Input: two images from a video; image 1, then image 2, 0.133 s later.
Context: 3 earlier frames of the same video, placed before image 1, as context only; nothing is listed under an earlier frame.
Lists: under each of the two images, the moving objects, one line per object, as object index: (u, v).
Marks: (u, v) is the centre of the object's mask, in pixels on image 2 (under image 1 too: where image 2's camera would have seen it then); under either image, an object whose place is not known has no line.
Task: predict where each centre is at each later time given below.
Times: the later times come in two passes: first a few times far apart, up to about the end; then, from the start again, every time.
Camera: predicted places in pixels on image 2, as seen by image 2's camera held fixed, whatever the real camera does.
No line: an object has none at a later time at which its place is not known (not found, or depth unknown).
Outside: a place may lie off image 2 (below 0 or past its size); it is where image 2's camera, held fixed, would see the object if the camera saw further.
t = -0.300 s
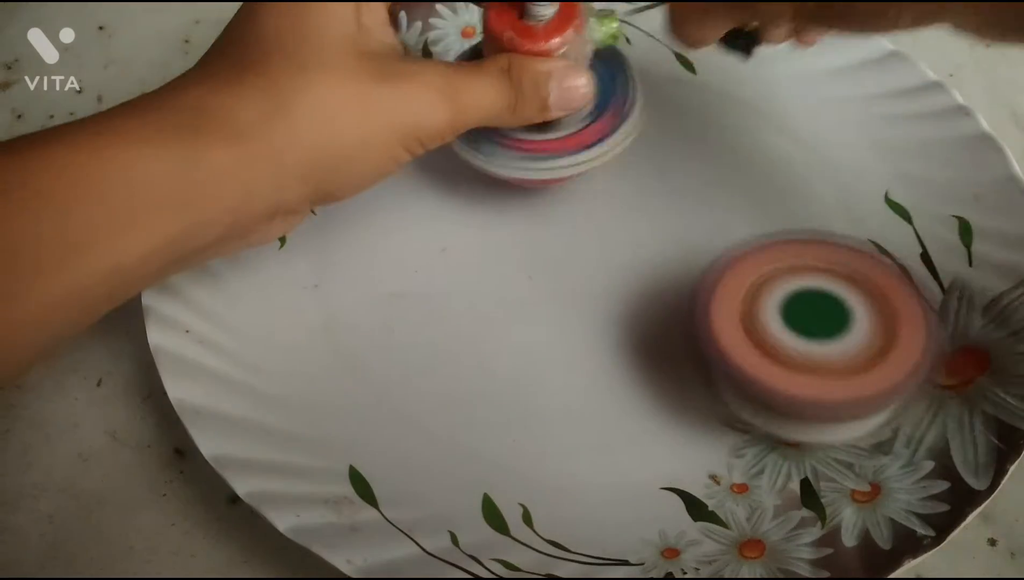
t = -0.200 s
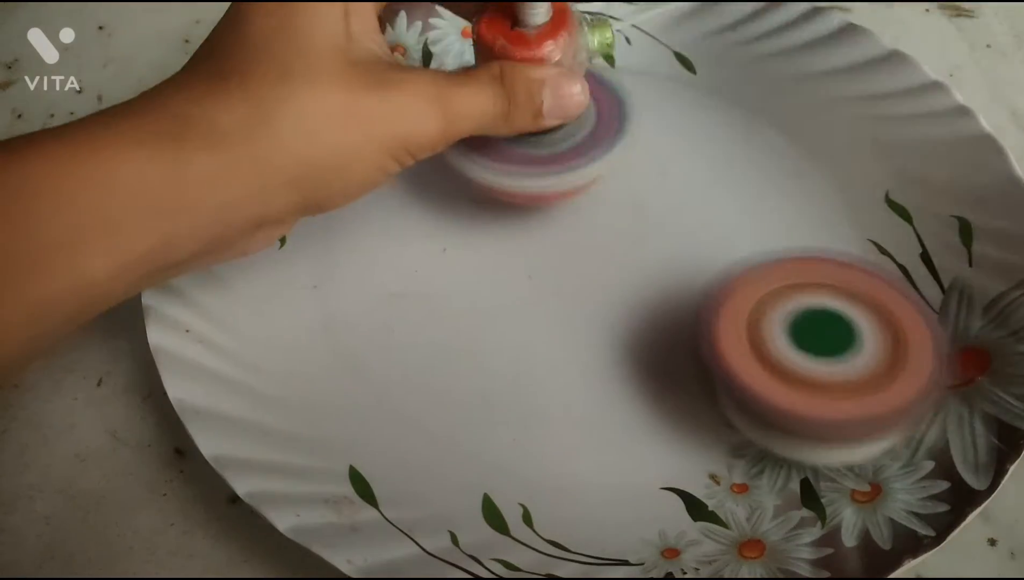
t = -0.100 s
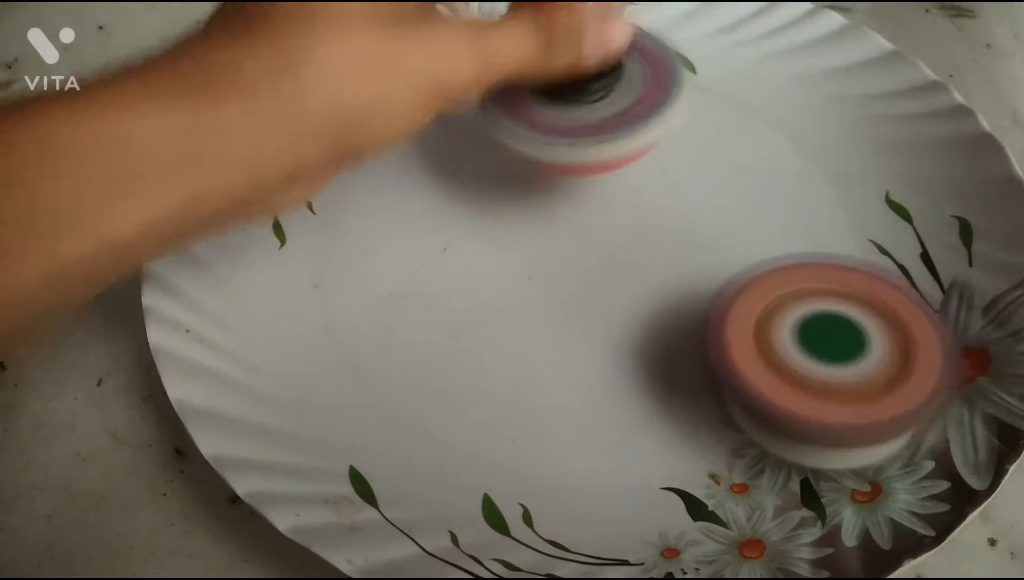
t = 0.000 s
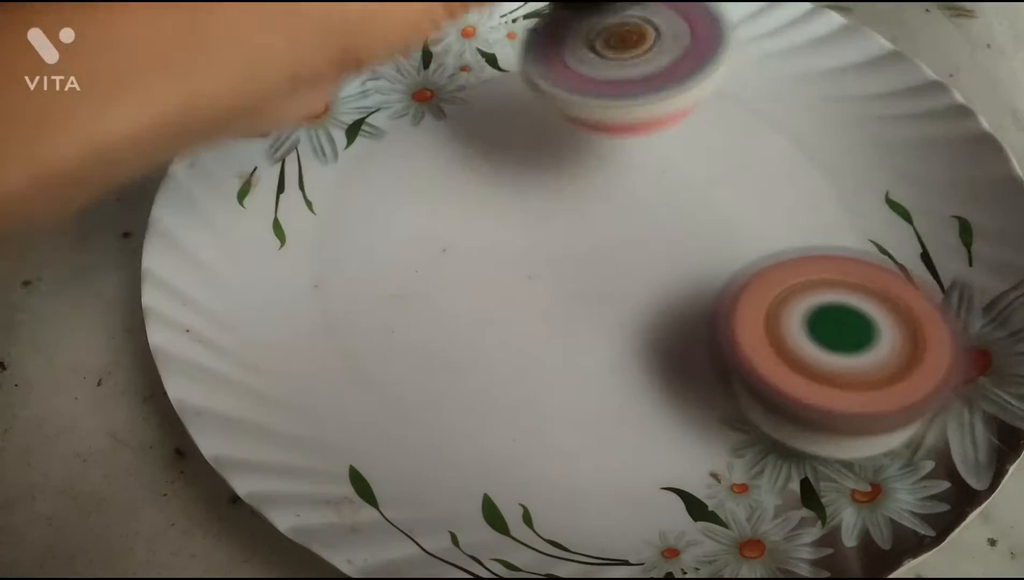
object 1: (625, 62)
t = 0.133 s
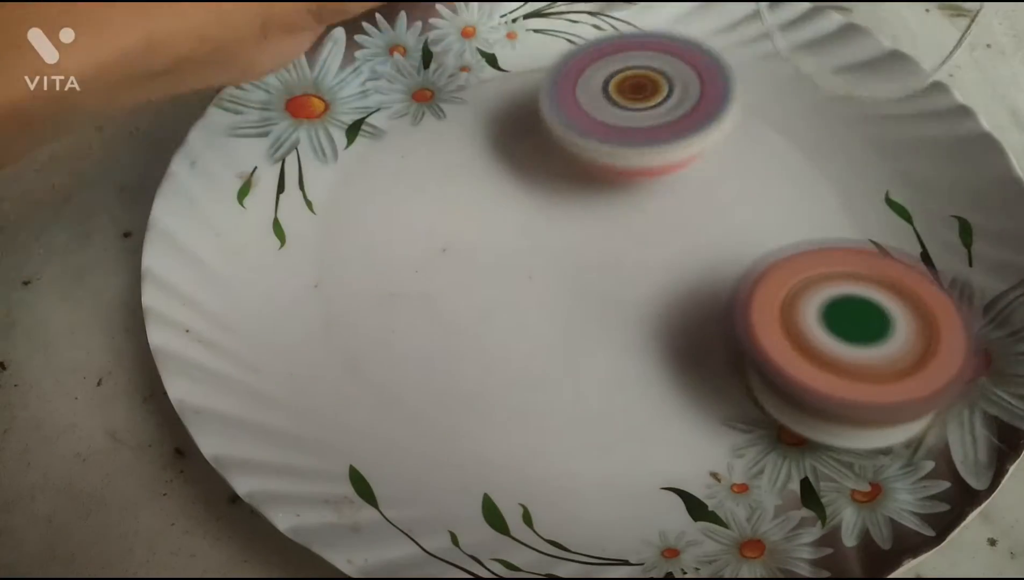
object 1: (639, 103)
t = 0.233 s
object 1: (632, 126)
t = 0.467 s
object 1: (604, 243)
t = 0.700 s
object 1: (517, 279)
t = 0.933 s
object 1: (402, 291)
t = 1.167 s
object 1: (319, 311)
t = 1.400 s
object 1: (389, 354)
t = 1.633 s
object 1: (243, 208)
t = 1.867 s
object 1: (390, 82)
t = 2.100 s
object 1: (506, 35)
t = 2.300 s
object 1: (540, 35)
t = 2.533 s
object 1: (624, 38)
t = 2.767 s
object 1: (724, 48)
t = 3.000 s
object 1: (817, 95)
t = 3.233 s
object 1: (885, 201)
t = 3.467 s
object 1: (856, 313)
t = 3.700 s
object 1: (741, 397)
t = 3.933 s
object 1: (577, 413)
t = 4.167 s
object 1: (428, 370)
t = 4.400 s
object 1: (325, 279)
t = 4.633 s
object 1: (307, 181)
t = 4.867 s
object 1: (354, 91)
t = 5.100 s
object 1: (440, 46)
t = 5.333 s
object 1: (540, 34)
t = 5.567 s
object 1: (660, 36)
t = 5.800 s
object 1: (774, 59)
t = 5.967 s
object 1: (836, 98)
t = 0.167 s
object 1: (638, 108)
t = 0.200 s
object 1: (636, 116)
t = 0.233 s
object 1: (632, 126)
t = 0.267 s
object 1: (628, 138)
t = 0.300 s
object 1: (624, 151)
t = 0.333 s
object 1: (621, 167)
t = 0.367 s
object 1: (617, 182)
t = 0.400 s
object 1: (612, 200)
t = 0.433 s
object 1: (609, 221)
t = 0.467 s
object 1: (604, 243)
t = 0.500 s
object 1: (599, 261)
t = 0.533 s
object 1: (585, 261)
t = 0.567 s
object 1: (572, 262)
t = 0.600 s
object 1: (559, 265)
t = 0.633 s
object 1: (545, 271)
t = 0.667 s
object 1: (532, 276)
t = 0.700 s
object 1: (517, 279)
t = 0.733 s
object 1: (502, 279)
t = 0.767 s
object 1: (486, 281)
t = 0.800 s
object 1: (469, 281)
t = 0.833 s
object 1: (451, 284)
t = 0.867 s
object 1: (433, 285)
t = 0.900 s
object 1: (416, 287)
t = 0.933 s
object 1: (402, 291)
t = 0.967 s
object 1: (388, 292)
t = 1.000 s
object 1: (370, 296)
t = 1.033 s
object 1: (355, 296)
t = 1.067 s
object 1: (339, 299)
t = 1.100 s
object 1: (324, 302)
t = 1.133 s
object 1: (318, 305)
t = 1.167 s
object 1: (319, 311)
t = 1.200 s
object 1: (331, 319)
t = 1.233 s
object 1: (347, 330)
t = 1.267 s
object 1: (363, 340)
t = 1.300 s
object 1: (379, 347)
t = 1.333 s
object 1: (386, 349)
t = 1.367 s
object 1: (387, 352)
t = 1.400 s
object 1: (389, 354)
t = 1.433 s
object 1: (390, 353)
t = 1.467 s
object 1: (390, 352)
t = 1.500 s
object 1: (387, 352)
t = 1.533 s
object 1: (384, 348)
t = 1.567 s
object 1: (326, 300)
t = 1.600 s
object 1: (273, 253)
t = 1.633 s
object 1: (243, 208)
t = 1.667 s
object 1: (229, 170)
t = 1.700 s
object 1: (231, 139)
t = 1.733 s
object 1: (246, 116)
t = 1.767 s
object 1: (275, 103)
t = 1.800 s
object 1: (313, 94)
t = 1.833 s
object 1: (353, 87)
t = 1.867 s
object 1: (390, 82)
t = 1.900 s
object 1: (418, 71)
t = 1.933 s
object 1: (444, 65)
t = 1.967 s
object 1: (464, 58)
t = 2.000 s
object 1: (479, 52)
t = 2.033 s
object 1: (490, 45)
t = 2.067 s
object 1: (499, 39)
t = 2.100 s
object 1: (506, 35)
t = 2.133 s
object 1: (512, 33)
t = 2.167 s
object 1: (519, 31)
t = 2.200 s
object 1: (524, 31)
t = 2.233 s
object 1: (529, 32)
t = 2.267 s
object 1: (534, 33)
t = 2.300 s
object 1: (540, 35)
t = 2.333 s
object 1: (547, 37)
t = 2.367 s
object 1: (555, 39)
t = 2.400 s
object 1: (565, 39)
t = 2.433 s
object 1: (575, 38)
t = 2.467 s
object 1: (593, 38)
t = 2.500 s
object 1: (608, 37)
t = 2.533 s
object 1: (624, 38)
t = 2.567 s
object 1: (641, 39)
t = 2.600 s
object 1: (655, 41)
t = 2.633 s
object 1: (668, 43)
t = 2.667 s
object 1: (681, 44)
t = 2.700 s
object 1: (695, 44)
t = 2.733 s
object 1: (710, 47)
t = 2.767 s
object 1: (724, 48)
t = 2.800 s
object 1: (738, 52)
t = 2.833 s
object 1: (752, 56)
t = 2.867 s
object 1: (764, 62)
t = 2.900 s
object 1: (778, 68)
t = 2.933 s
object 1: (791, 74)
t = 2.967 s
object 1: (804, 84)
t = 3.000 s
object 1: (817, 95)
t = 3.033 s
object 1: (831, 107)
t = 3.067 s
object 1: (847, 119)
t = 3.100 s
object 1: (860, 132)
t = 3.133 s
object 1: (869, 146)
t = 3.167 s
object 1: (877, 163)
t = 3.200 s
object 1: (883, 182)
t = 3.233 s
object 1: (885, 201)
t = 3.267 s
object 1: (889, 218)
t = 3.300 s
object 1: (889, 233)
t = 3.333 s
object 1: (887, 249)
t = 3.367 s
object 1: (884, 265)
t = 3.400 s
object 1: (878, 281)
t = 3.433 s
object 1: (867, 297)
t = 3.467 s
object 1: (856, 313)
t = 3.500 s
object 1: (845, 328)
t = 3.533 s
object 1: (829, 342)
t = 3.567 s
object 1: (817, 354)
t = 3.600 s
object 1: (803, 363)
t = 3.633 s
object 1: (786, 375)
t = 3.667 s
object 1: (762, 388)
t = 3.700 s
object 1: (741, 397)
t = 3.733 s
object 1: (719, 405)
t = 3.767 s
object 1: (697, 409)
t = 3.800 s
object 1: (677, 412)
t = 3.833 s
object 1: (654, 414)
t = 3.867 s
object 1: (628, 416)
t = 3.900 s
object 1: (603, 415)
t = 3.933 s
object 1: (577, 413)
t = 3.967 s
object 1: (555, 412)
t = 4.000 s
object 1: (536, 407)
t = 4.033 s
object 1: (511, 402)
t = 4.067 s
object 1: (487, 395)
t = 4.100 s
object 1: (468, 388)
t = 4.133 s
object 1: (447, 380)
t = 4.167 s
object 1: (428, 370)
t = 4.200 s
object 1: (407, 359)
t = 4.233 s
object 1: (387, 348)
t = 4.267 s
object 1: (372, 337)
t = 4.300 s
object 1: (357, 323)
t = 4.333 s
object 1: (346, 310)
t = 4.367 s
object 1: (334, 296)
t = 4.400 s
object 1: (325, 279)
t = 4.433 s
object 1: (320, 266)
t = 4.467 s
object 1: (314, 251)
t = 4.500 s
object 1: (311, 237)
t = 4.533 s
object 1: (307, 224)
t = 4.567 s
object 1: (308, 208)
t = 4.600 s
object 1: (308, 194)
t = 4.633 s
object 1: (307, 181)
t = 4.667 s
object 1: (310, 168)
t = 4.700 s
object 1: (316, 154)
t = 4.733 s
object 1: (322, 140)
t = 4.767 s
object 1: (327, 128)
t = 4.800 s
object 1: (334, 116)
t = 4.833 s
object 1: (344, 102)
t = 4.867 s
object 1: (354, 91)
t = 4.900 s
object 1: (365, 81)
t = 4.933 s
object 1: (377, 72)
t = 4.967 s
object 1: (390, 64)
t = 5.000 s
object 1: (401, 59)
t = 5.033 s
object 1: (414, 54)
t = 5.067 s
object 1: (430, 50)
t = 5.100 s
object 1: (440, 46)
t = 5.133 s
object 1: (450, 45)
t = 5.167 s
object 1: (466, 43)
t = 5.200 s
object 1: (481, 40)
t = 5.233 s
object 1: (493, 37)
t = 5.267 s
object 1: (508, 38)
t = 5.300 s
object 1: (526, 37)
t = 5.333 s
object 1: (540, 34)
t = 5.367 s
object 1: (553, 35)
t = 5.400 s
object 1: (575, 34)
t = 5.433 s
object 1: (591, 33)
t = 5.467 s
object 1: (607, 34)
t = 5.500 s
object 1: (627, 35)
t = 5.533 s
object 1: (646, 35)
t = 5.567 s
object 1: (660, 36)
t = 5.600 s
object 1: (679, 39)
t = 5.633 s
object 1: (696, 40)
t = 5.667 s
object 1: (713, 43)
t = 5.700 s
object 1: (729, 47)
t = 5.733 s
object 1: (746, 49)
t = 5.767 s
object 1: (759, 53)
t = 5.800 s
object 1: (774, 59)
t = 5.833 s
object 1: (789, 63)
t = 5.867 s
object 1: (800, 69)
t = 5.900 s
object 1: (814, 80)
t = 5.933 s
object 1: (826, 89)
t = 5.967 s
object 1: (836, 98)
